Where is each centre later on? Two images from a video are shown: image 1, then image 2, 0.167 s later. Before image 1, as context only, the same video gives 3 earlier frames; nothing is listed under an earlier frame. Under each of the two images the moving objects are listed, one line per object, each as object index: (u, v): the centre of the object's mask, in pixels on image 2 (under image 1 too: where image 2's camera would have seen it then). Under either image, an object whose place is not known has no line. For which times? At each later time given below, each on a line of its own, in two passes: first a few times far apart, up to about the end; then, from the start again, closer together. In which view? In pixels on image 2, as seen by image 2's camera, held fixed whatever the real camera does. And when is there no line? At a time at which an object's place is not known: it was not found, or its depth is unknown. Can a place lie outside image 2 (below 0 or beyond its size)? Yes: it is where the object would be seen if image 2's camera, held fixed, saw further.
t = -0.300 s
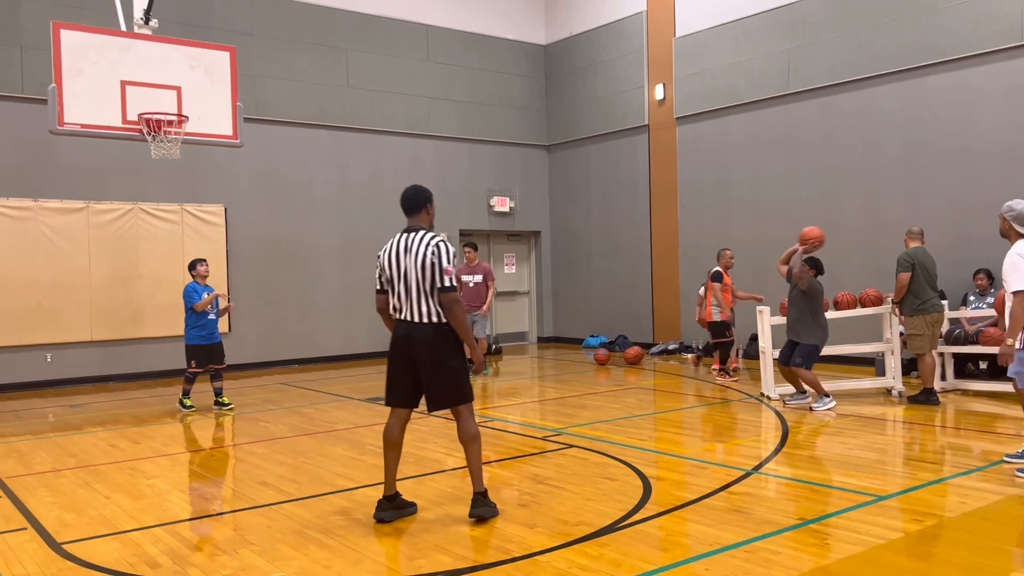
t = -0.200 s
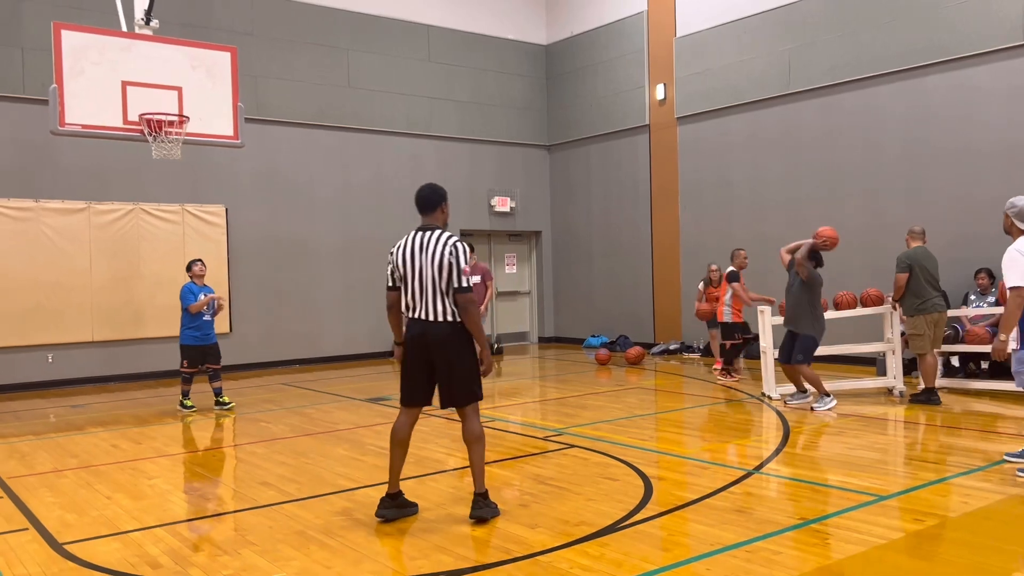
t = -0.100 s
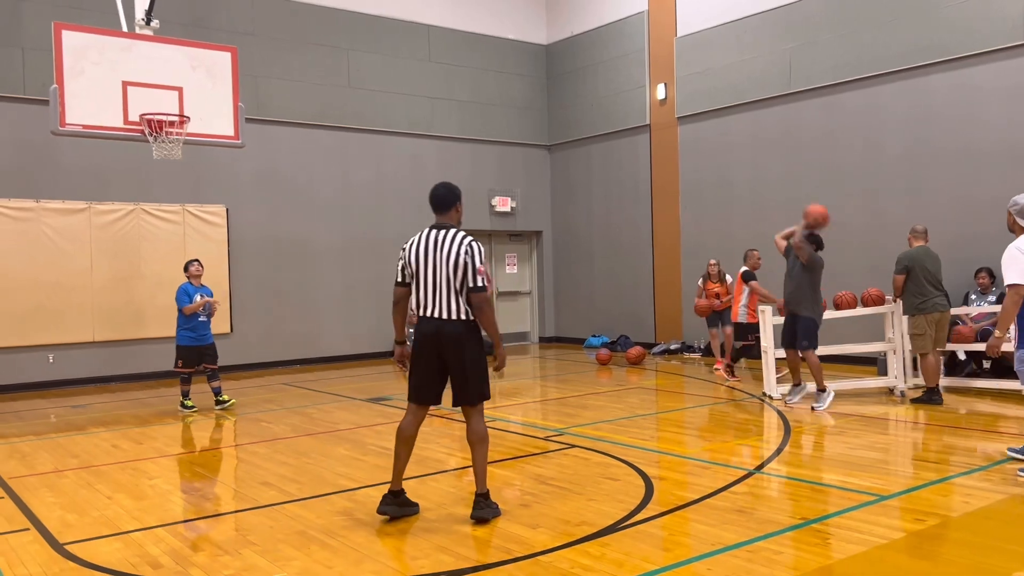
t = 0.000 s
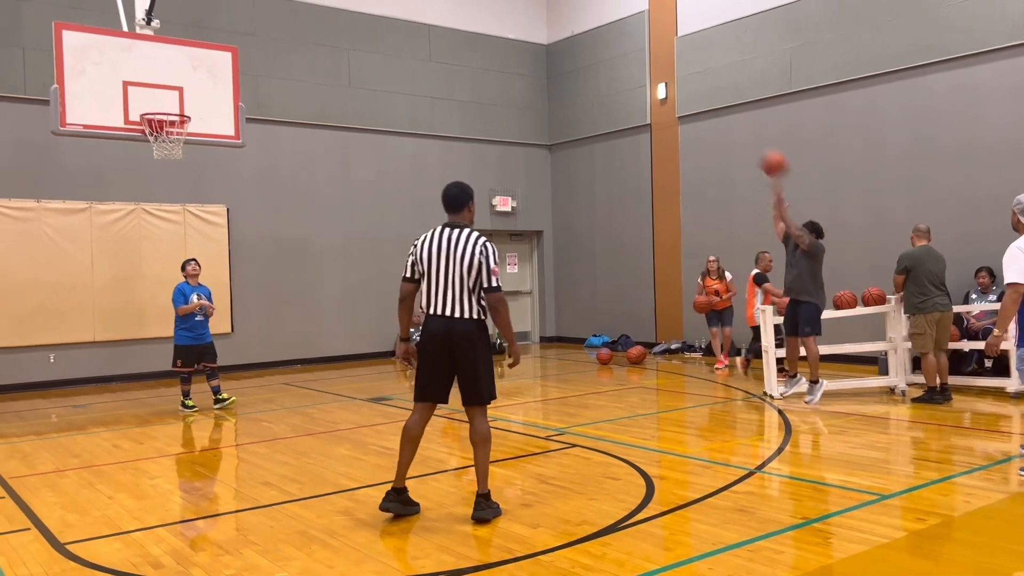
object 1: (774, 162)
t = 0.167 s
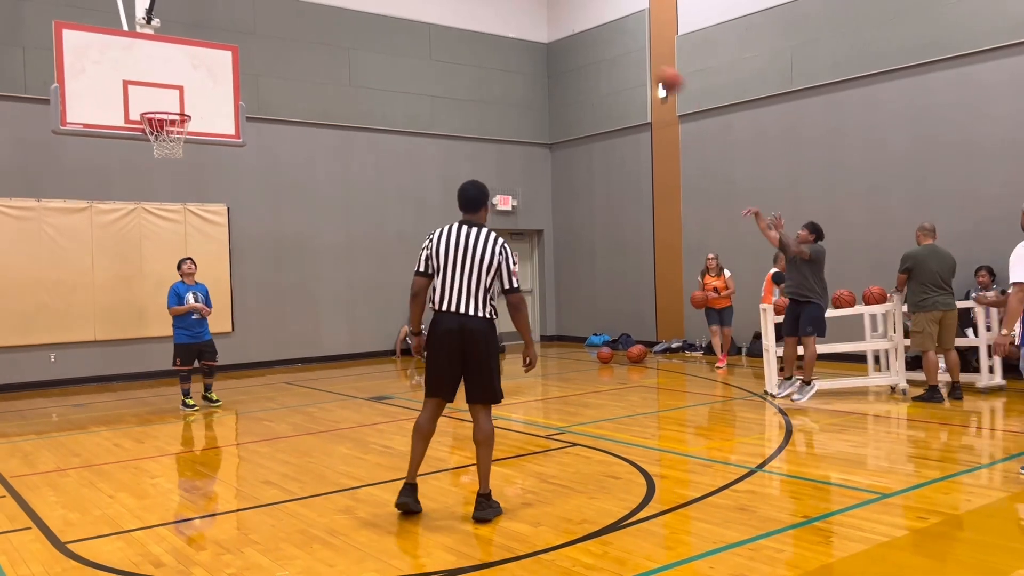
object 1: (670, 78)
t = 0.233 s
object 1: (628, 56)
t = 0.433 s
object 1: (509, 11)
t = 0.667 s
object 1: (377, 10)
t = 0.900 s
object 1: (252, 52)
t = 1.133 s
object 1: (144, 135)
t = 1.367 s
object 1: (168, 158)
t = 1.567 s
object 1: (197, 206)
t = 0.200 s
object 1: (649, 68)
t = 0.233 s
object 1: (628, 56)
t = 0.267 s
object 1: (608, 45)
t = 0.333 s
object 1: (568, 28)
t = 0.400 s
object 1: (529, 14)
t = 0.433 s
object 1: (509, 11)
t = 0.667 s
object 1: (377, 10)
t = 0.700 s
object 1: (359, 12)
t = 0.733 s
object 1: (340, 14)
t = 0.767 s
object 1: (322, 19)
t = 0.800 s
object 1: (305, 25)
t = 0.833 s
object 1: (286, 33)
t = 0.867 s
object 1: (270, 42)
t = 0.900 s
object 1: (252, 52)
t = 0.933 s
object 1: (234, 63)
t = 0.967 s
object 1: (216, 74)
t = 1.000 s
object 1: (199, 88)
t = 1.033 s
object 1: (182, 102)
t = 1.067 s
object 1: (165, 117)
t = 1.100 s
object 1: (149, 131)
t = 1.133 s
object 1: (144, 135)
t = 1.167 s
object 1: (142, 132)
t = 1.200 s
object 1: (145, 136)
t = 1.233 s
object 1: (148, 139)
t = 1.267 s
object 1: (153, 145)
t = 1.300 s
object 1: (159, 146)
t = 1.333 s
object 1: (165, 153)
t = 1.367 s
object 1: (168, 158)
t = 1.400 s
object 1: (172, 161)
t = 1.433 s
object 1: (177, 167)
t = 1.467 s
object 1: (182, 175)
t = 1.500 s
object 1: (187, 184)
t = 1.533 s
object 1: (193, 195)
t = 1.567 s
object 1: (197, 206)
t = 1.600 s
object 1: (203, 218)
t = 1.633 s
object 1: (208, 232)
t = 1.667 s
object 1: (213, 246)
